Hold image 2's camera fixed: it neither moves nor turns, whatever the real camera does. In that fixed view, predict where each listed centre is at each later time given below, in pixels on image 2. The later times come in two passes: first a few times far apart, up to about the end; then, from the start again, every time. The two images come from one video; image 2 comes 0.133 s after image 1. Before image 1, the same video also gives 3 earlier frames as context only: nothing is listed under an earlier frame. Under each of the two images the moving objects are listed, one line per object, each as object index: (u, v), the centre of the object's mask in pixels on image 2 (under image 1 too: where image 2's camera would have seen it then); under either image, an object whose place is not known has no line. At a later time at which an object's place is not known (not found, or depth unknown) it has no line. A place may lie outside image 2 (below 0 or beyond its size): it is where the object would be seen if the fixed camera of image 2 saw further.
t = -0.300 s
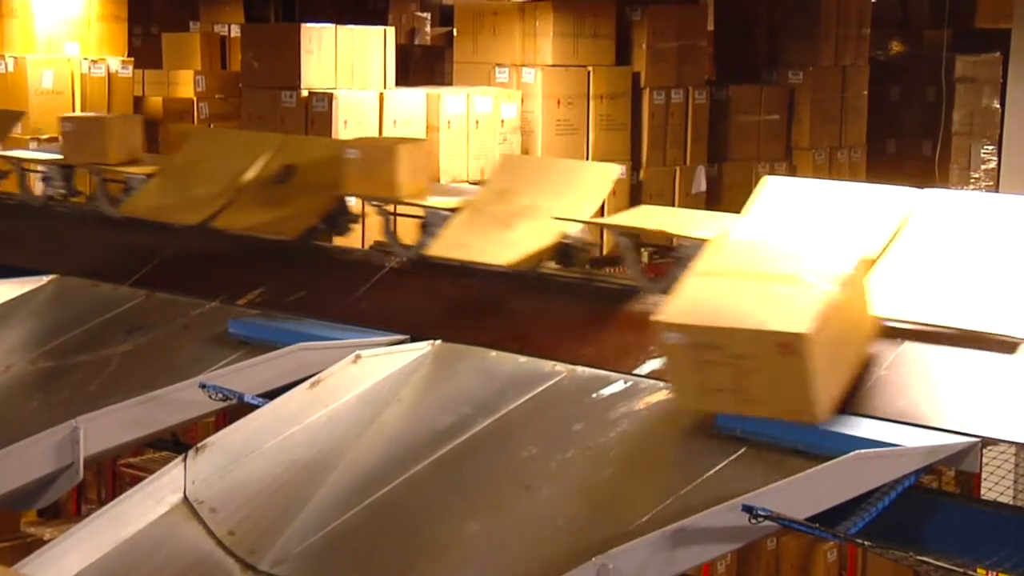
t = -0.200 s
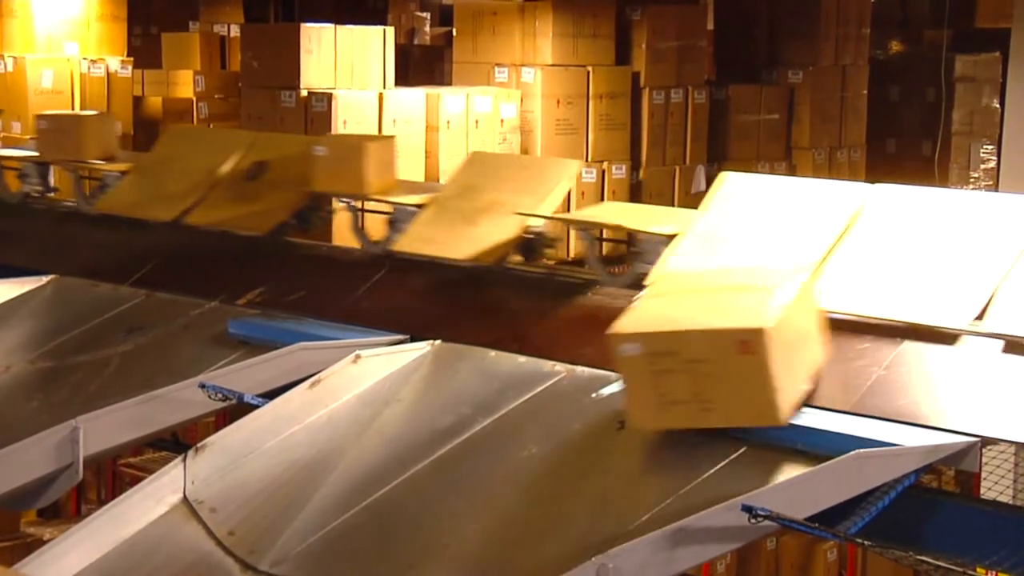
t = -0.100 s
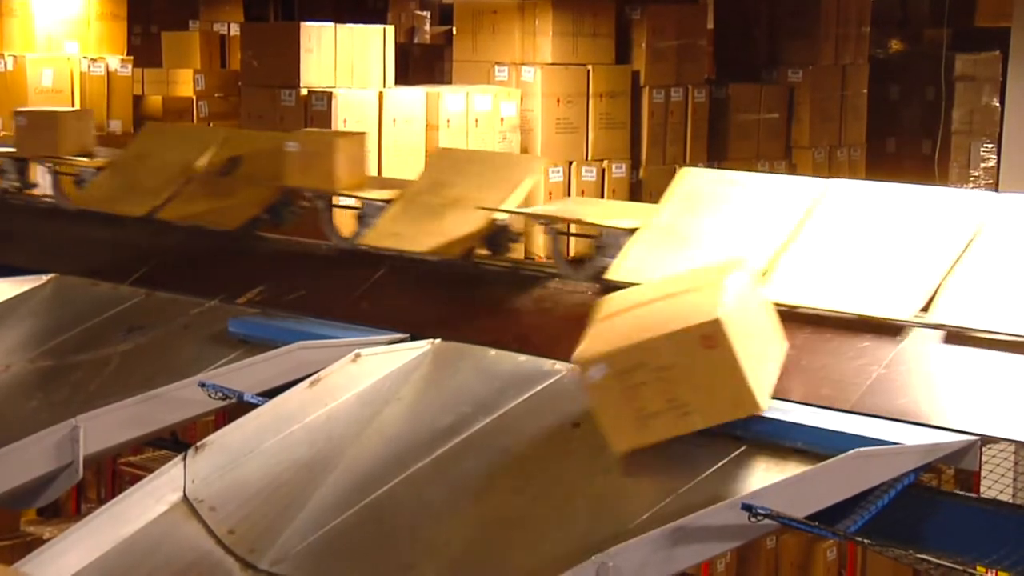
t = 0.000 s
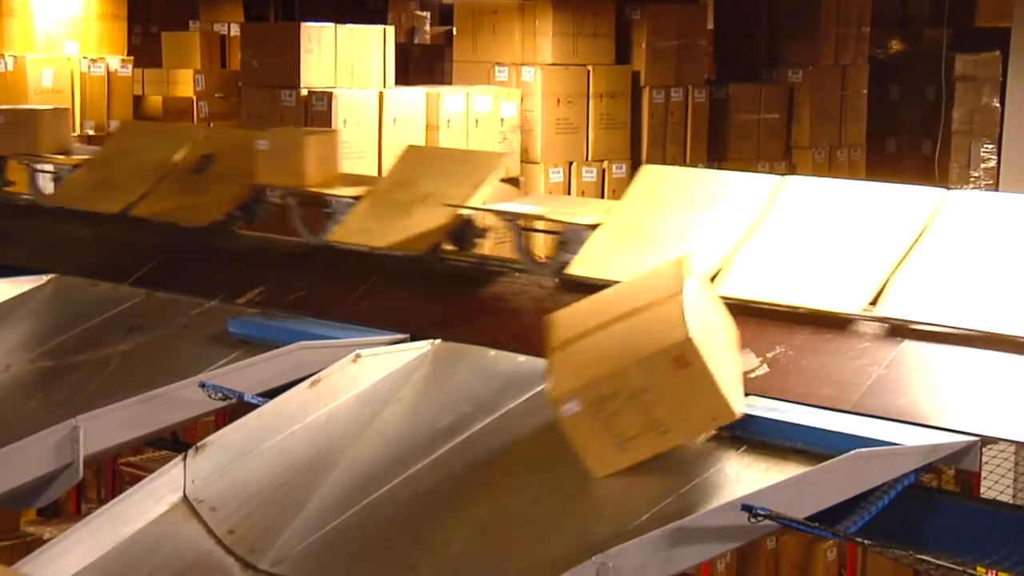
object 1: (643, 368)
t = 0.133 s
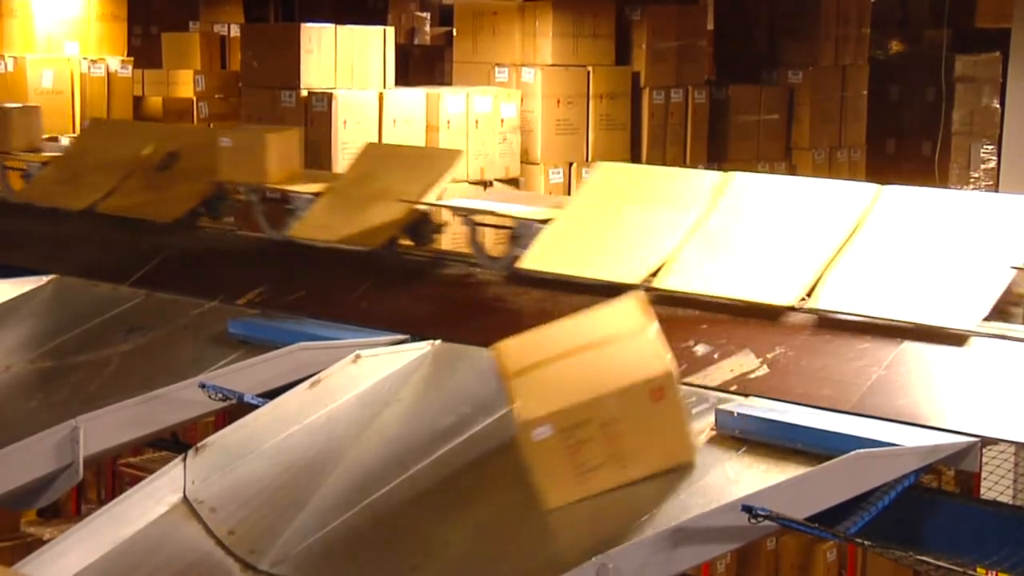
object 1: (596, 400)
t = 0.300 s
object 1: (534, 432)
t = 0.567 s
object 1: (425, 493)
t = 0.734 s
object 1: (357, 522)
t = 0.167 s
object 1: (584, 408)
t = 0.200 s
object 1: (572, 413)
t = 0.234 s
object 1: (559, 418)
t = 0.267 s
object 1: (547, 425)
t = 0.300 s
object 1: (534, 432)
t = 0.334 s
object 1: (520, 440)
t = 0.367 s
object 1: (509, 447)
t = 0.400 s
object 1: (494, 456)
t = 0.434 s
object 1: (481, 464)
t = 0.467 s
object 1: (466, 473)
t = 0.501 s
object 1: (452, 481)
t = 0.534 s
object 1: (439, 487)
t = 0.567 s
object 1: (425, 493)
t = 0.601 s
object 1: (412, 500)
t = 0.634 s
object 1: (399, 505)
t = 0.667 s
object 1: (384, 511)
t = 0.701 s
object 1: (371, 516)
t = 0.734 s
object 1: (357, 522)
